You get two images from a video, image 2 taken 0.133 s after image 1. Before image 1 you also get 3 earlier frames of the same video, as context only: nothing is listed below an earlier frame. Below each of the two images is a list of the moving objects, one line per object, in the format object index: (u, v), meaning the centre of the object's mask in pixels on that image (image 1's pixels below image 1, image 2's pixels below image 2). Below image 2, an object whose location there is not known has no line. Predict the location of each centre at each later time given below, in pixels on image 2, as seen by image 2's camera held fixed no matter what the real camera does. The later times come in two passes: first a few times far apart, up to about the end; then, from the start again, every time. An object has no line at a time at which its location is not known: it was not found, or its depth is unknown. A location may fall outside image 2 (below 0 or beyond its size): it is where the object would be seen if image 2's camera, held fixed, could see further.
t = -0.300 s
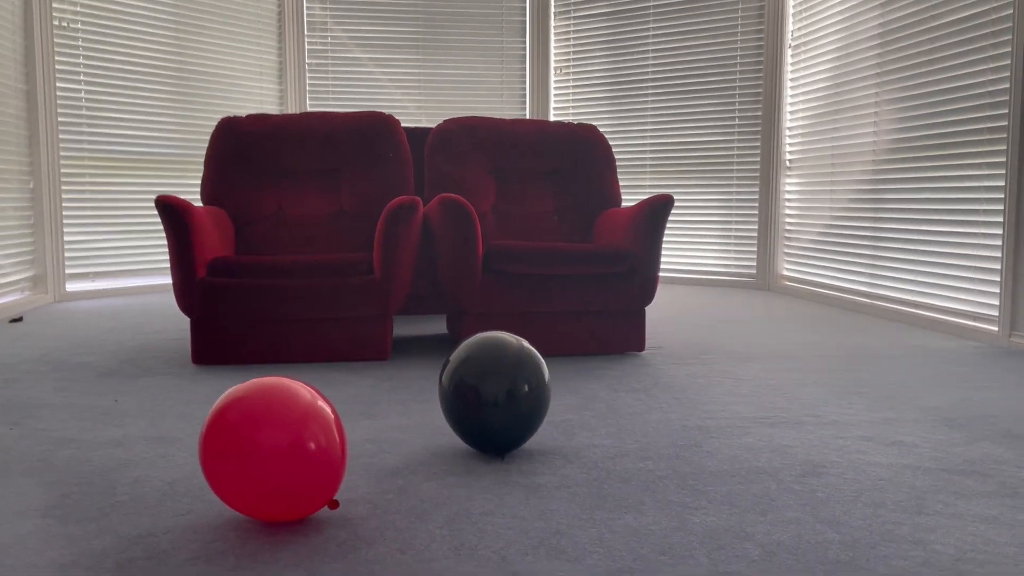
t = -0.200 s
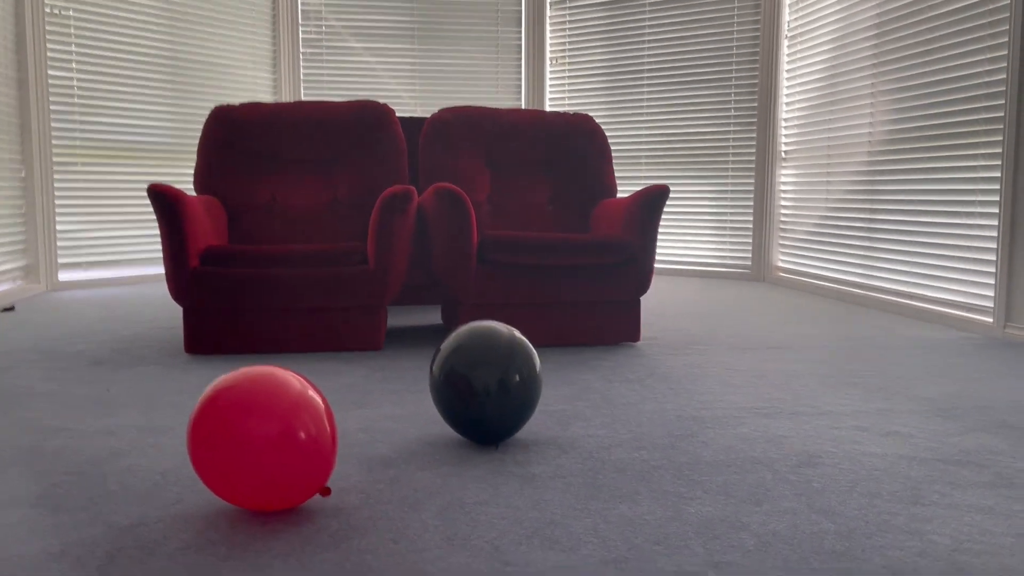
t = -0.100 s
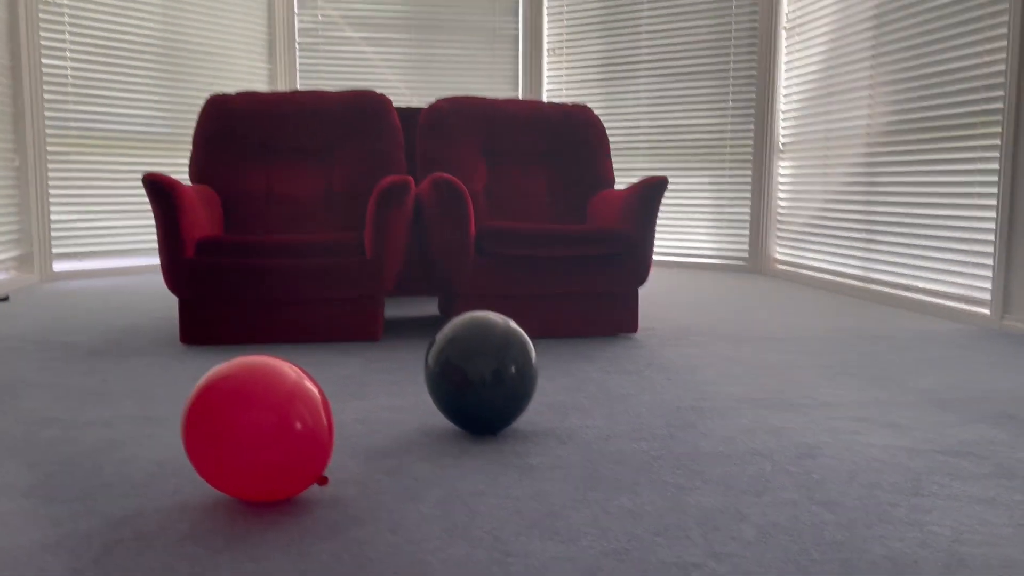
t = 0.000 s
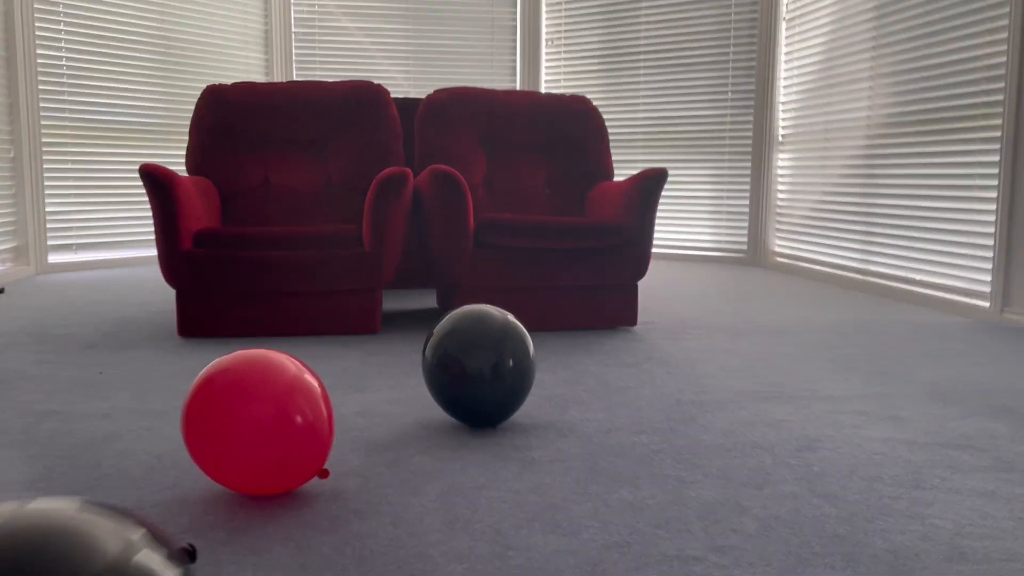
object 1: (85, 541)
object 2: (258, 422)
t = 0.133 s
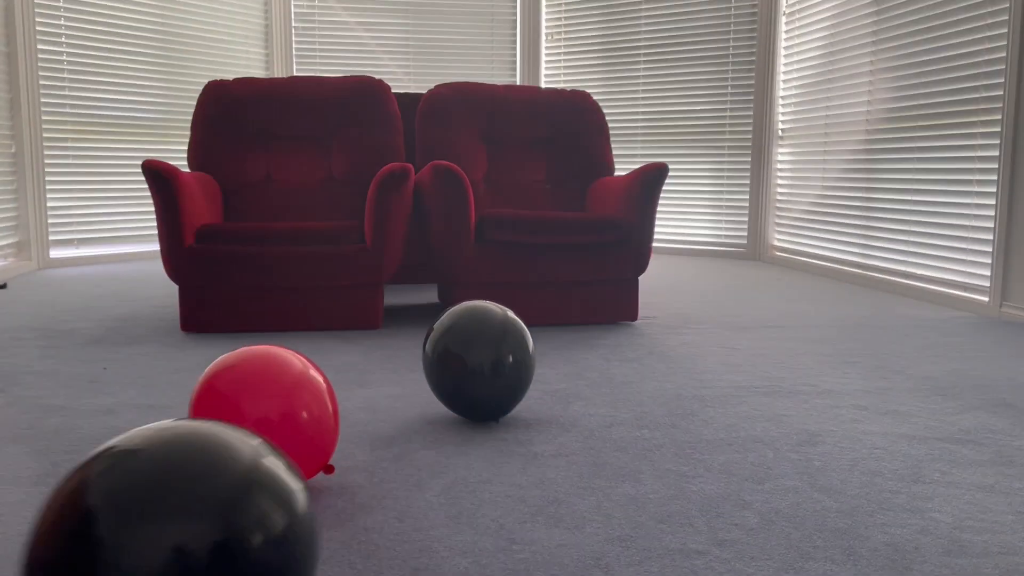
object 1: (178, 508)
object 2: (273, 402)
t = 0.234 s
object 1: (214, 504)
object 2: (274, 391)
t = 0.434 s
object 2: (270, 380)
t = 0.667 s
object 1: (278, 459)
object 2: (262, 364)
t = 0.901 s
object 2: (266, 361)
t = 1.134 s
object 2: (269, 361)
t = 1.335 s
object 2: (273, 362)
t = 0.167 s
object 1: (193, 506)
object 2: (274, 396)
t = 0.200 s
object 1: (205, 505)
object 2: (274, 393)
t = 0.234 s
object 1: (214, 504)
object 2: (274, 391)
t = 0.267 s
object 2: (273, 390)
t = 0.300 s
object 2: (273, 390)
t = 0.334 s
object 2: (272, 388)
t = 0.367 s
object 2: (270, 387)
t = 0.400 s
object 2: (269, 385)
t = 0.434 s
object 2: (270, 380)
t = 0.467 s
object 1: (251, 486)
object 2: (272, 377)
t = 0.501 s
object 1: (256, 480)
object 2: (274, 374)
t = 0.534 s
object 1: (262, 475)
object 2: (274, 371)
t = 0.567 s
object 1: (268, 468)
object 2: (272, 367)
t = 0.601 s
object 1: (273, 462)
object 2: (269, 365)
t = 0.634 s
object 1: (277, 459)
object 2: (264, 364)
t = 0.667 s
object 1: (278, 459)
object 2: (262, 364)
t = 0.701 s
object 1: (278, 460)
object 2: (263, 364)
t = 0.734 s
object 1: (278, 464)
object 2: (265, 366)
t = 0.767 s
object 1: (280, 466)
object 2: (268, 368)
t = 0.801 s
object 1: (282, 460)
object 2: (269, 365)
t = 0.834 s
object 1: (284, 455)
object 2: (268, 362)
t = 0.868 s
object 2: (266, 362)
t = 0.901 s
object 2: (266, 361)
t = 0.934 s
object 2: (267, 361)
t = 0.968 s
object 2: (268, 362)
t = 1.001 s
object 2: (269, 364)
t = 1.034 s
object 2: (269, 363)
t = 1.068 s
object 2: (268, 362)
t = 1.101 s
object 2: (268, 360)
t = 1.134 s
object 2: (269, 361)
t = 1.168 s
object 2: (270, 362)
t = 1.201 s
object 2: (271, 363)
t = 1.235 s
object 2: (271, 363)
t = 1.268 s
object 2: (271, 362)
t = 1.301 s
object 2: (272, 362)
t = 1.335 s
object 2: (273, 362)
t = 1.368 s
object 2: (275, 363)
